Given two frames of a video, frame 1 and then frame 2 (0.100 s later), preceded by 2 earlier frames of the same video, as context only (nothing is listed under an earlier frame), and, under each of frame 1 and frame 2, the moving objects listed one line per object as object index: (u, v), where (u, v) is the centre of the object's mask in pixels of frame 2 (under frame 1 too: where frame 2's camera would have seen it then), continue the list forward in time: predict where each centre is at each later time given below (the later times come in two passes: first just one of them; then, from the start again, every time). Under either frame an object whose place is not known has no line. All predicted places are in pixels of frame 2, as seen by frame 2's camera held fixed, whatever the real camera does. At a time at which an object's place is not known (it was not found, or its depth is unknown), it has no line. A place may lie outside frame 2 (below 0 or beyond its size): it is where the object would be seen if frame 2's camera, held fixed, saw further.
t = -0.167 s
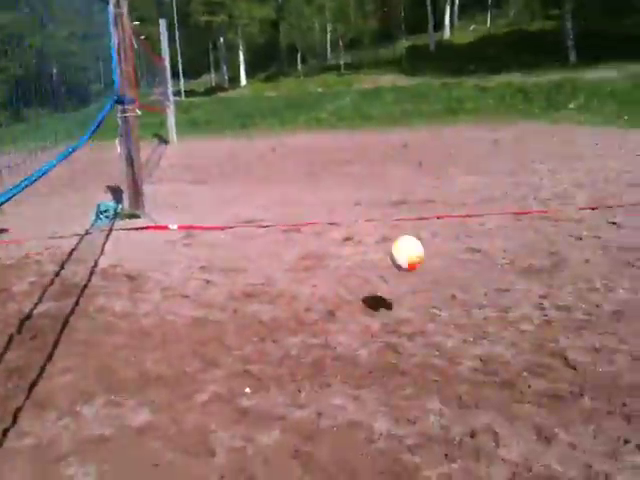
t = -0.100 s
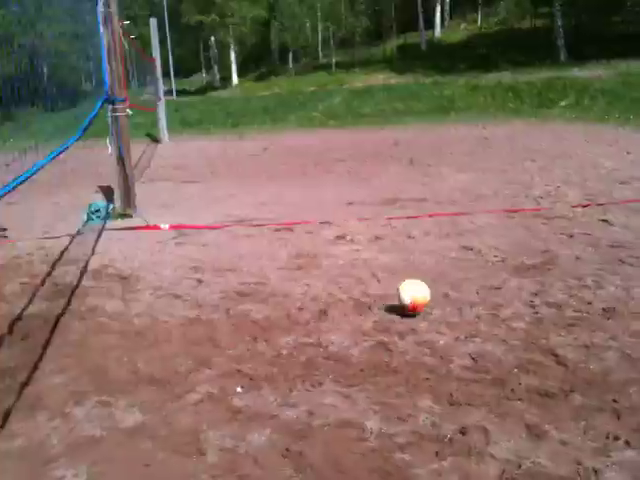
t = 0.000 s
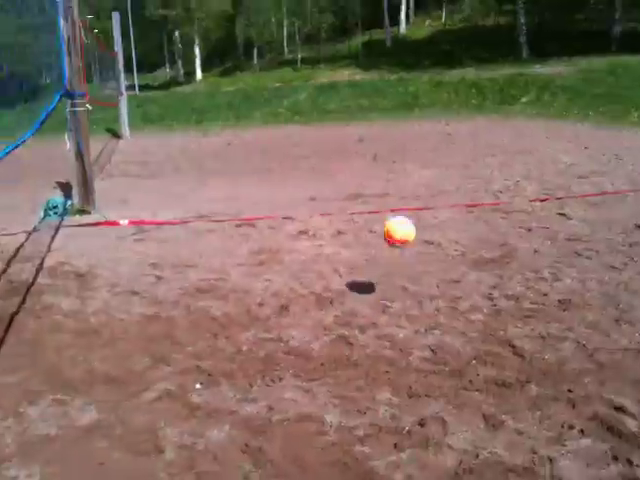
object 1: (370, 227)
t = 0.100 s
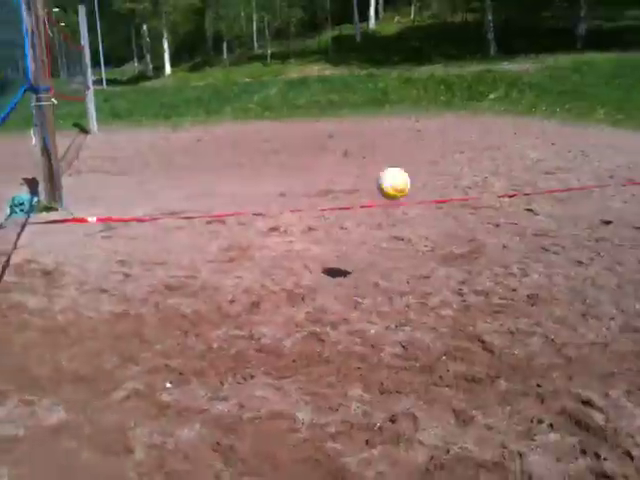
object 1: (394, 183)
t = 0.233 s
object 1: (425, 142)
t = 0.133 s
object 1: (401, 171)
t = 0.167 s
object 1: (408, 160)
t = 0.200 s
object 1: (416, 150)
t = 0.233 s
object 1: (425, 142)
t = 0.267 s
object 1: (433, 136)
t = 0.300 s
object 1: (442, 132)
